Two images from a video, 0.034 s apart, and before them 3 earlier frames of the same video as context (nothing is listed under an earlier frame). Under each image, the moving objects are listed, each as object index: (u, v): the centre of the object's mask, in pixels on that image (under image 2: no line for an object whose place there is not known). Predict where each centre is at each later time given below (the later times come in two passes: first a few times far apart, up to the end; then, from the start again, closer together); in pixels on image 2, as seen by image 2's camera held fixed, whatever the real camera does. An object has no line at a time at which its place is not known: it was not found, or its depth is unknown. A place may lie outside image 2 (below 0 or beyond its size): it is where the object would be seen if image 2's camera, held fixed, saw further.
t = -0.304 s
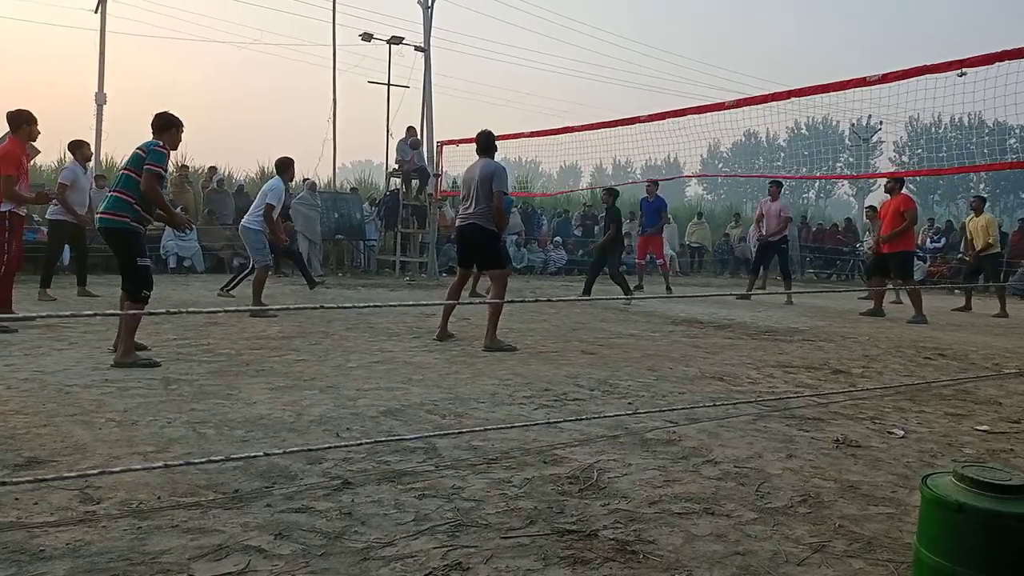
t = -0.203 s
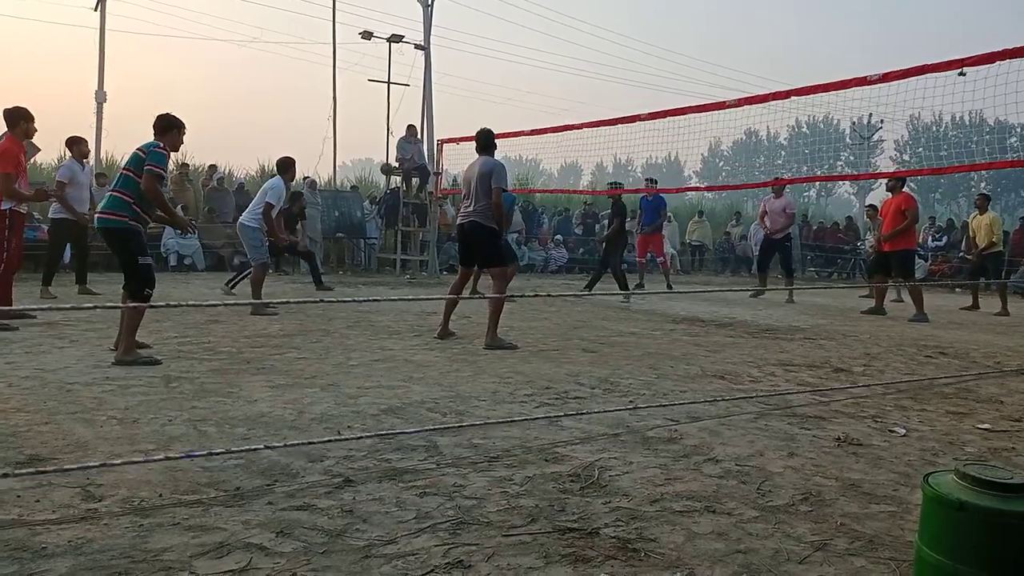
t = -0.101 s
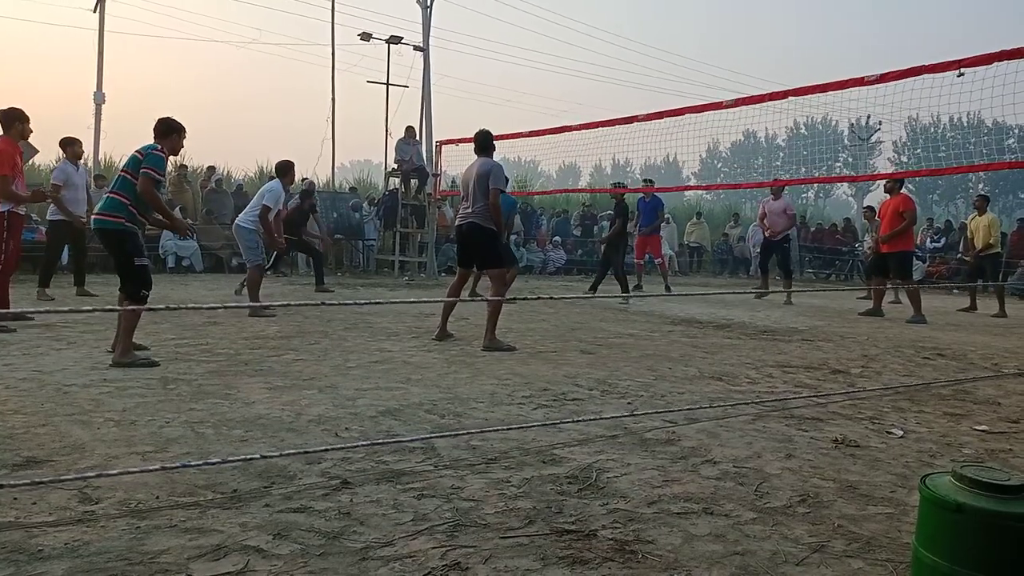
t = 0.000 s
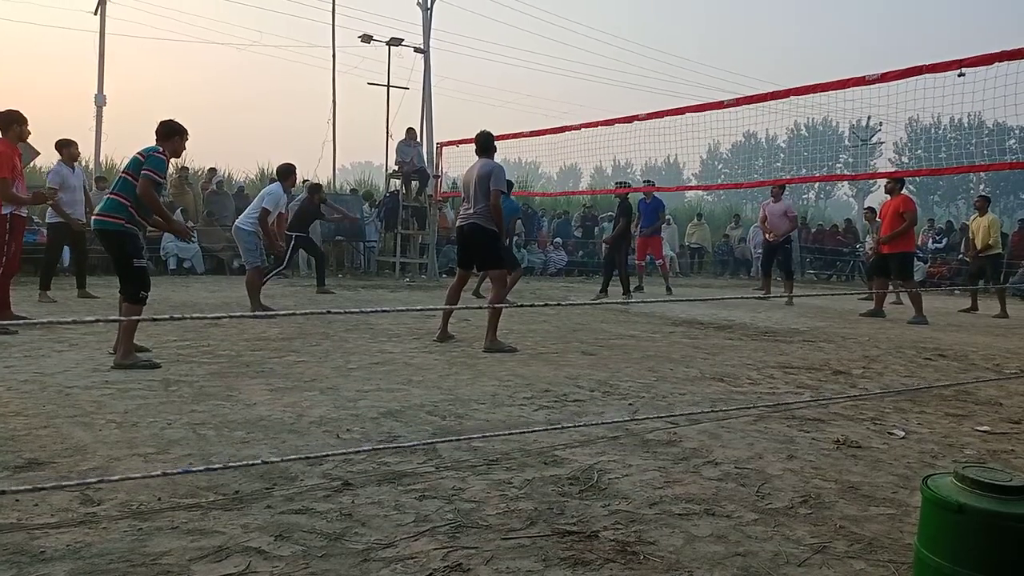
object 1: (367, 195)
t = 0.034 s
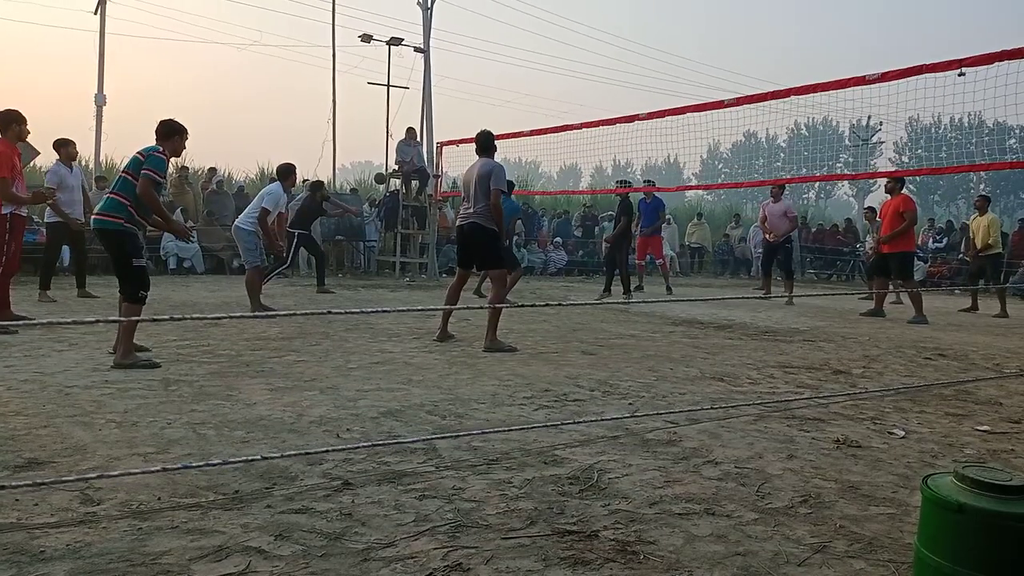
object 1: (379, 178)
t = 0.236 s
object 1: (450, 103)
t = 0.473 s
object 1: (524, 55)
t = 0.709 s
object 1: (590, 46)
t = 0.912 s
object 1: (643, 68)
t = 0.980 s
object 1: (660, 81)
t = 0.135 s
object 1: (416, 137)
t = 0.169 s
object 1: (427, 124)
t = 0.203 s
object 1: (439, 113)
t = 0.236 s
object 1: (450, 103)
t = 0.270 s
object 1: (460, 94)
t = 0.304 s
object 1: (472, 85)
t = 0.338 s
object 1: (482, 77)
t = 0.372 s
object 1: (493, 70)
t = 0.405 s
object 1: (503, 64)
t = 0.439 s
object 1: (513, 59)
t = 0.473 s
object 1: (524, 55)
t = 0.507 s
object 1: (533, 51)
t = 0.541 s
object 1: (543, 48)
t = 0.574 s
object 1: (553, 47)
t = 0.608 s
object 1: (563, 45)
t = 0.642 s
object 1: (572, 45)
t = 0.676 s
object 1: (581, 45)
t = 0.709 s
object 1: (590, 46)
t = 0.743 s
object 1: (599, 48)
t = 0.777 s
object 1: (608, 51)
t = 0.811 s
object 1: (617, 54)
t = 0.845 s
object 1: (626, 58)
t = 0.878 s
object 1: (635, 63)
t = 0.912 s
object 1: (643, 68)
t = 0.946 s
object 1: (651, 74)
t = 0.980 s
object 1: (660, 81)
